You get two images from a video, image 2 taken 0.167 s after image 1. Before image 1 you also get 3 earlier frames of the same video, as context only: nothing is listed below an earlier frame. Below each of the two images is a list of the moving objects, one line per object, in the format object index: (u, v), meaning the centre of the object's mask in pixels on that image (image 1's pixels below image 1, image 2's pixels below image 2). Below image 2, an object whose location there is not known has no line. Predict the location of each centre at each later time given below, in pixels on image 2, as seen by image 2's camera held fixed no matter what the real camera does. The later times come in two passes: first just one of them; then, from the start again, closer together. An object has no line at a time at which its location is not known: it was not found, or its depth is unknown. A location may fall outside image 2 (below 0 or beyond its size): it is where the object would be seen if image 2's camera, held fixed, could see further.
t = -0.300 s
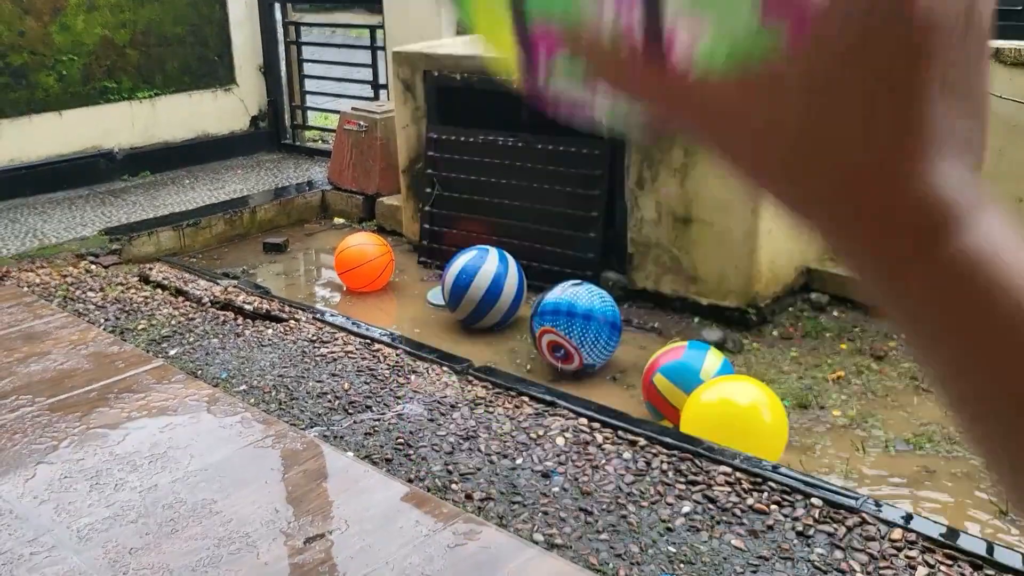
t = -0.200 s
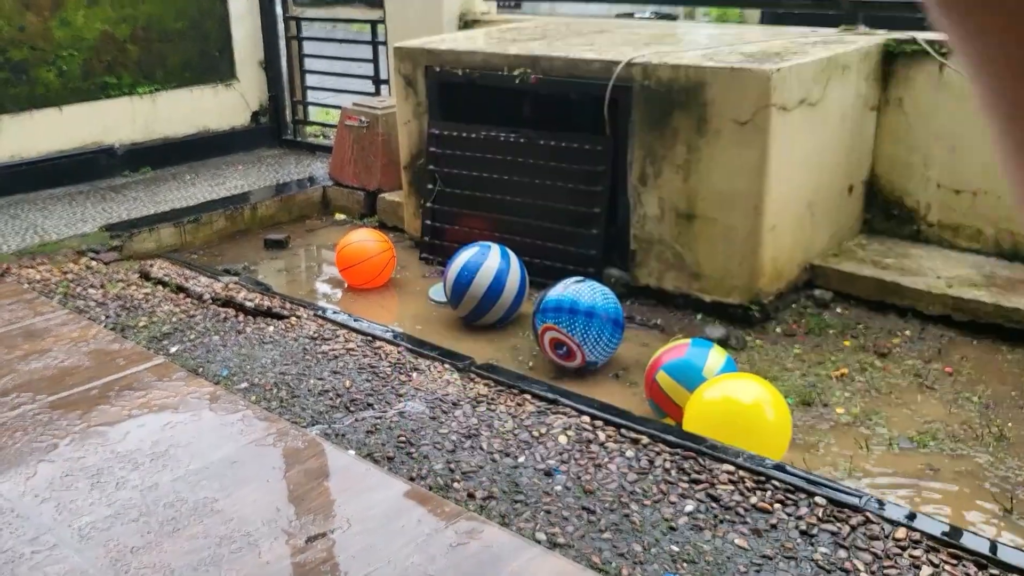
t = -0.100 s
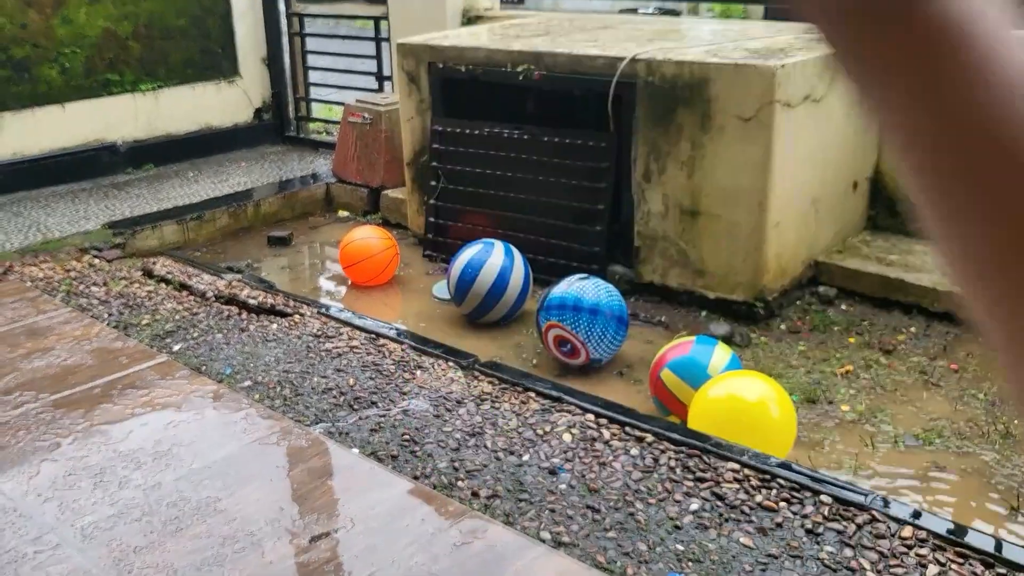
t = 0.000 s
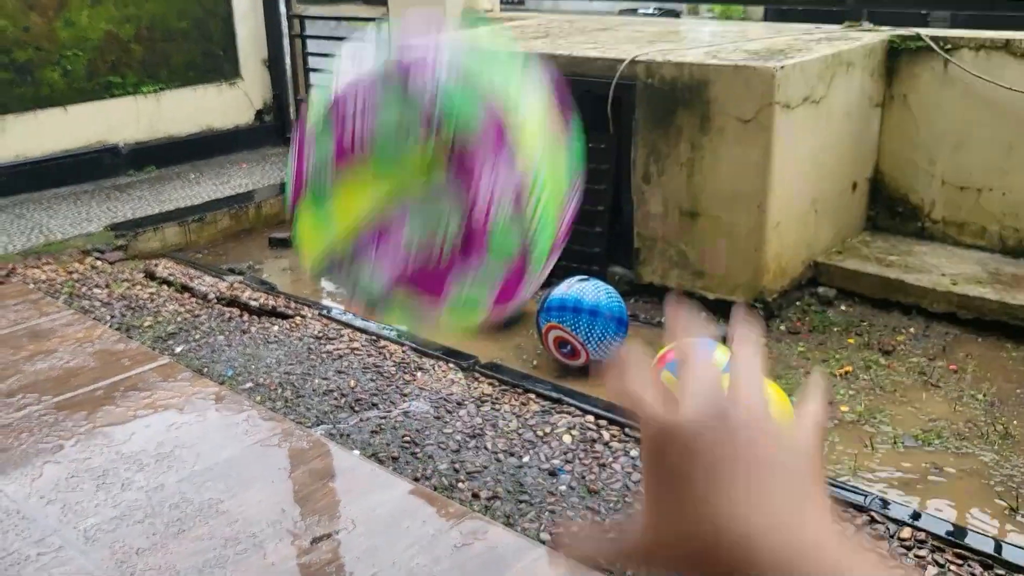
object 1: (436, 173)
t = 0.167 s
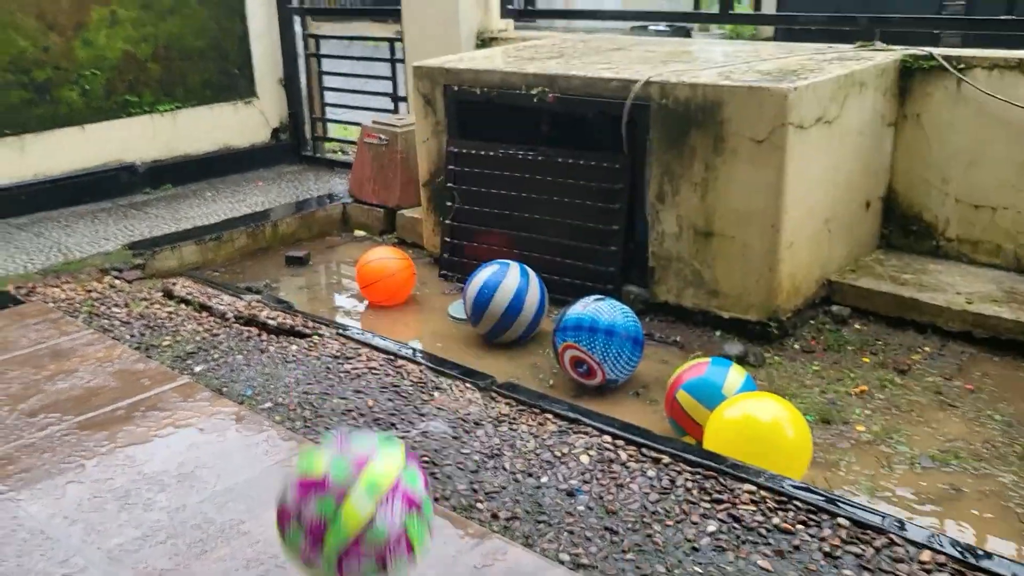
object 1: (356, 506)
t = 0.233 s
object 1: (314, 348)
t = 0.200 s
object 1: (334, 423)
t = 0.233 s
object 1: (314, 348)
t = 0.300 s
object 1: (286, 240)
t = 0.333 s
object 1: (275, 200)
